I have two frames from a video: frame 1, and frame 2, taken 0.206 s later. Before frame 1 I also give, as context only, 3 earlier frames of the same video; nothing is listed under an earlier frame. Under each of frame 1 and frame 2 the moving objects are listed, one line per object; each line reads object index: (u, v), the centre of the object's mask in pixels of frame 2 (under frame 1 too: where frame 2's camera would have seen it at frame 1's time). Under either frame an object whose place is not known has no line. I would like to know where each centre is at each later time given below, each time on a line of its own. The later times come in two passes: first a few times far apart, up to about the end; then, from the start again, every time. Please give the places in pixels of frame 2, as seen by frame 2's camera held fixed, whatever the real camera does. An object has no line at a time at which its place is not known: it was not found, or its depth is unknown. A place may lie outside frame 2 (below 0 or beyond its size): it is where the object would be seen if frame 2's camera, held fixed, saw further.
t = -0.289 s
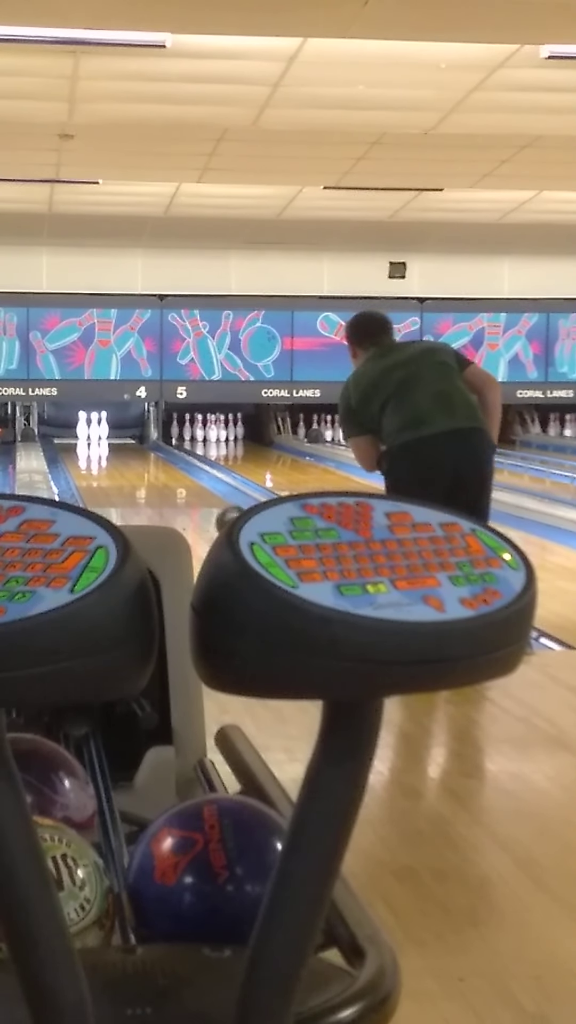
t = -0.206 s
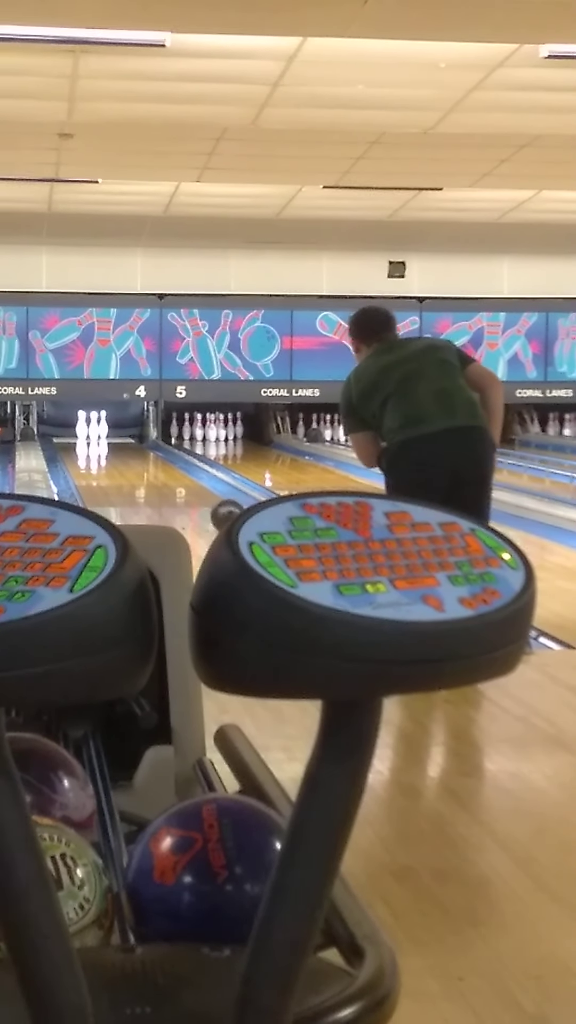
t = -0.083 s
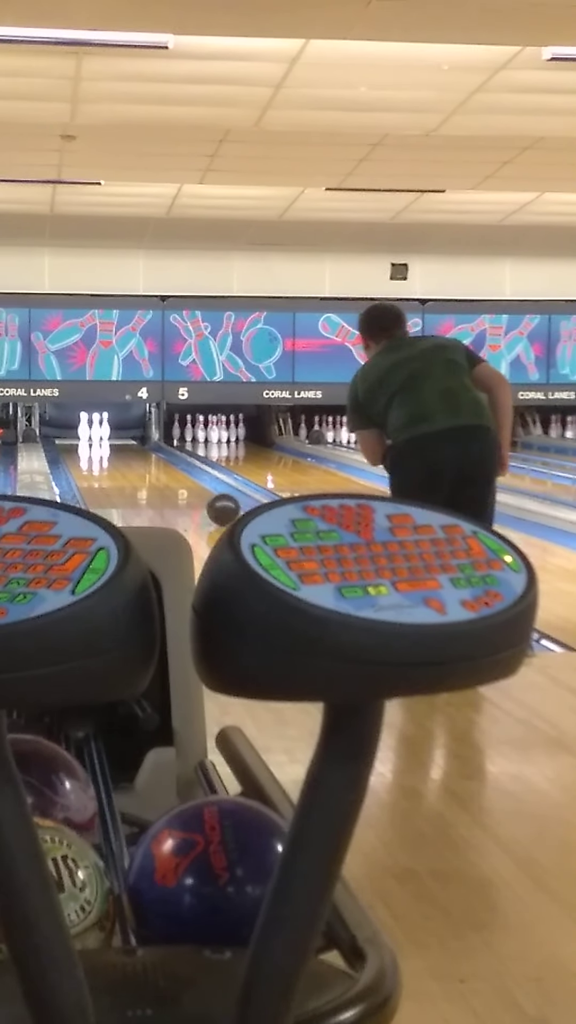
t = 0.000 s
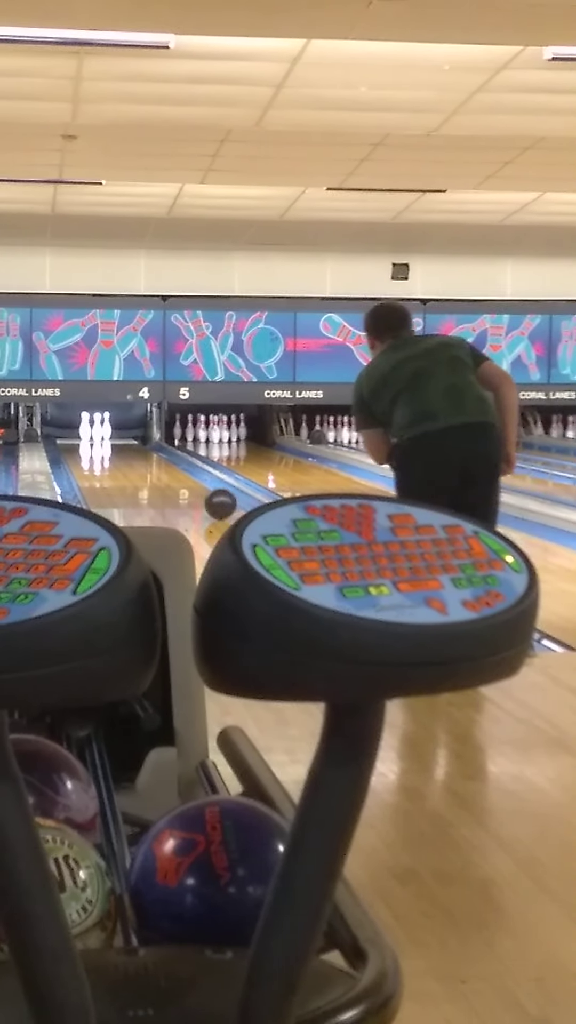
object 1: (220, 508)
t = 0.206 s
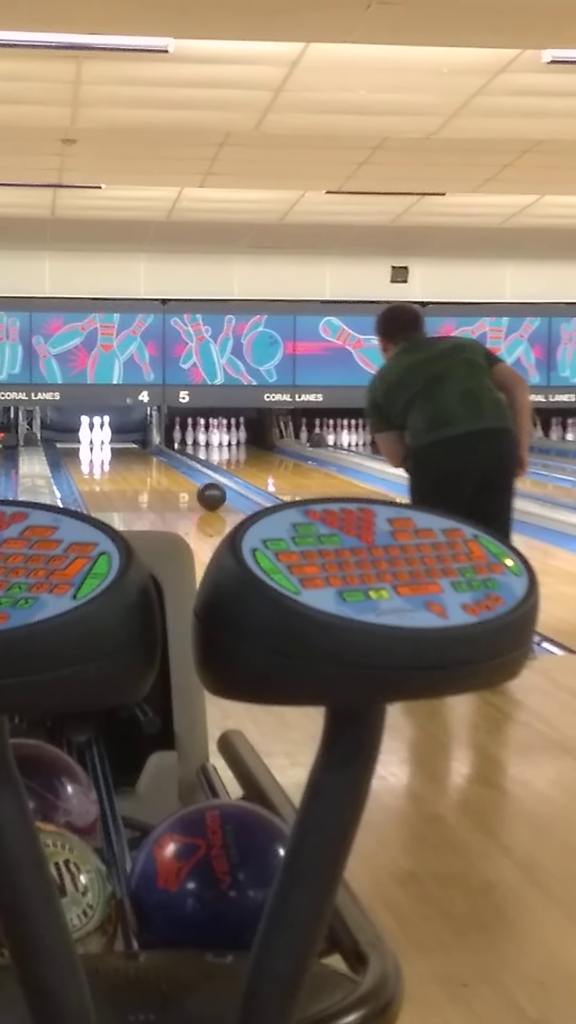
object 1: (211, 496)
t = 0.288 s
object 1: (208, 493)
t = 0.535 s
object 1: (200, 483)
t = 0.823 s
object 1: (193, 473)
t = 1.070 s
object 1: (189, 467)
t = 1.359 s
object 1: (183, 464)
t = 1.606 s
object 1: (177, 460)
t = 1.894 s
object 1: (170, 456)
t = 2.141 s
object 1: (163, 452)
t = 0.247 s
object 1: (210, 494)
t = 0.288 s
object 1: (208, 493)
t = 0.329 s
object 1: (207, 491)
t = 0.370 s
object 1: (205, 489)
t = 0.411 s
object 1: (204, 487)
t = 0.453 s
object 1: (203, 486)
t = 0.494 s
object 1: (201, 484)
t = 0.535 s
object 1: (200, 483)
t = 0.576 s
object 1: (199, 481)
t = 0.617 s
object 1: (198, 479)
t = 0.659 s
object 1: (197, 478)
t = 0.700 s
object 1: (196, 476)
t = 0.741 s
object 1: (195, 475)
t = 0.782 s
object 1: (194, 474)
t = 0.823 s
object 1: (193, 473)
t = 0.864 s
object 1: (192, 472)
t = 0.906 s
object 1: (191, 471)
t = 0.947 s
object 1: (191, 470)
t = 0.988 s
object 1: (190, 468)
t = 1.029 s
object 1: (189, 468)
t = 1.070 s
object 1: (189, 467)
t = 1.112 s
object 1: (189, 467)
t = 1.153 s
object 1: (190, 468)
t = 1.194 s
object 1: (191, 468)
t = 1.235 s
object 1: (192, 468)
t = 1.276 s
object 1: (188, 466)
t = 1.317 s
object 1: (184, 466)
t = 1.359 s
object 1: (183, 464)
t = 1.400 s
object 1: (182, 464)
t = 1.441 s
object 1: (182, 463)
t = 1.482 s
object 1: (182, 463)
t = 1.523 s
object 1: (180, 462)
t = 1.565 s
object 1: (178, 460)
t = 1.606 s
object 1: (177, 460)
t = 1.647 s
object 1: (176, 460)
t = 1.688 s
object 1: (175, 459)
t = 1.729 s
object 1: (174, 458)
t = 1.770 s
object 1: (172, 457)
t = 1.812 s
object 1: (171, 456)
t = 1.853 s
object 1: (171, 455)
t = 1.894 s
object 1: (170, 456)
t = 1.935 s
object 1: (172, 456)
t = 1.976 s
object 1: (164, 455)
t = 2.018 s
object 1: (165, 455)
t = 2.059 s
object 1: (165, 453)
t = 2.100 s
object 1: (164, 452)
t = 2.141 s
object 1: (163, 452)
